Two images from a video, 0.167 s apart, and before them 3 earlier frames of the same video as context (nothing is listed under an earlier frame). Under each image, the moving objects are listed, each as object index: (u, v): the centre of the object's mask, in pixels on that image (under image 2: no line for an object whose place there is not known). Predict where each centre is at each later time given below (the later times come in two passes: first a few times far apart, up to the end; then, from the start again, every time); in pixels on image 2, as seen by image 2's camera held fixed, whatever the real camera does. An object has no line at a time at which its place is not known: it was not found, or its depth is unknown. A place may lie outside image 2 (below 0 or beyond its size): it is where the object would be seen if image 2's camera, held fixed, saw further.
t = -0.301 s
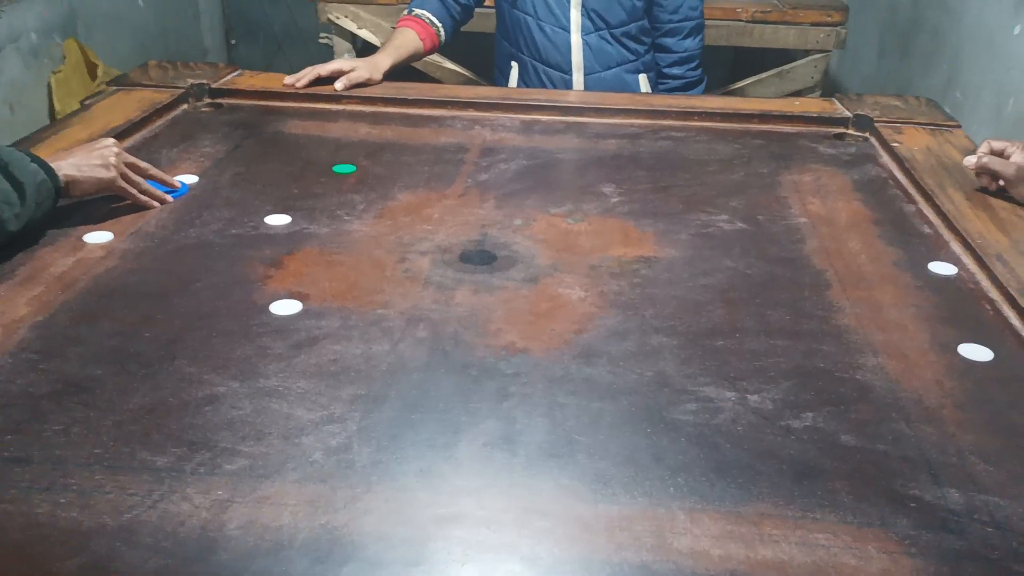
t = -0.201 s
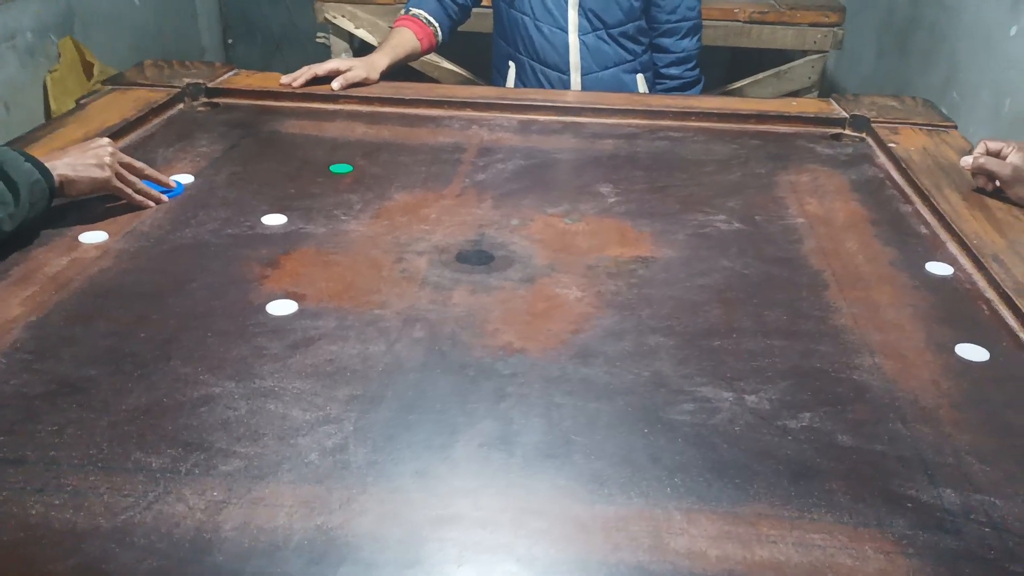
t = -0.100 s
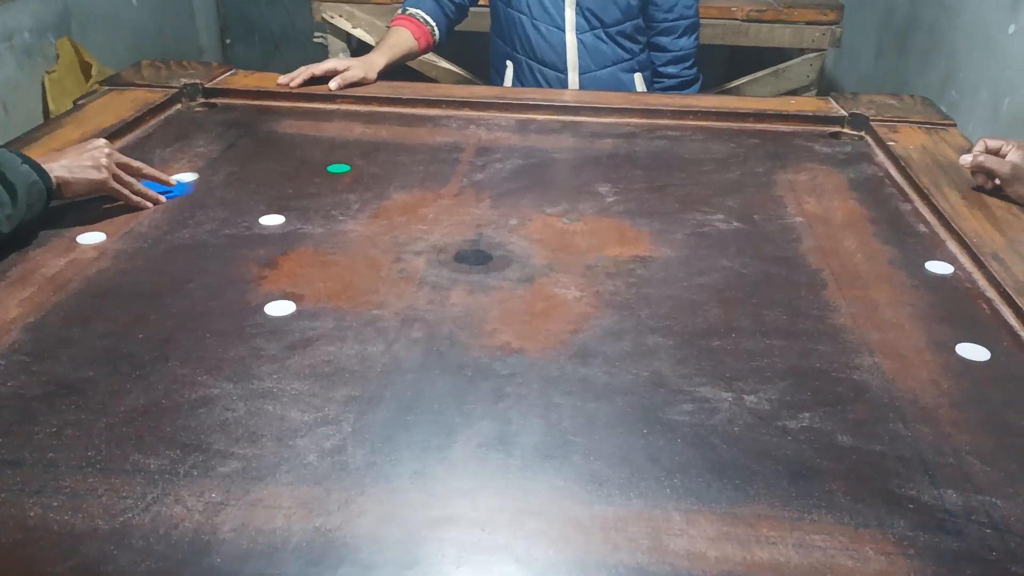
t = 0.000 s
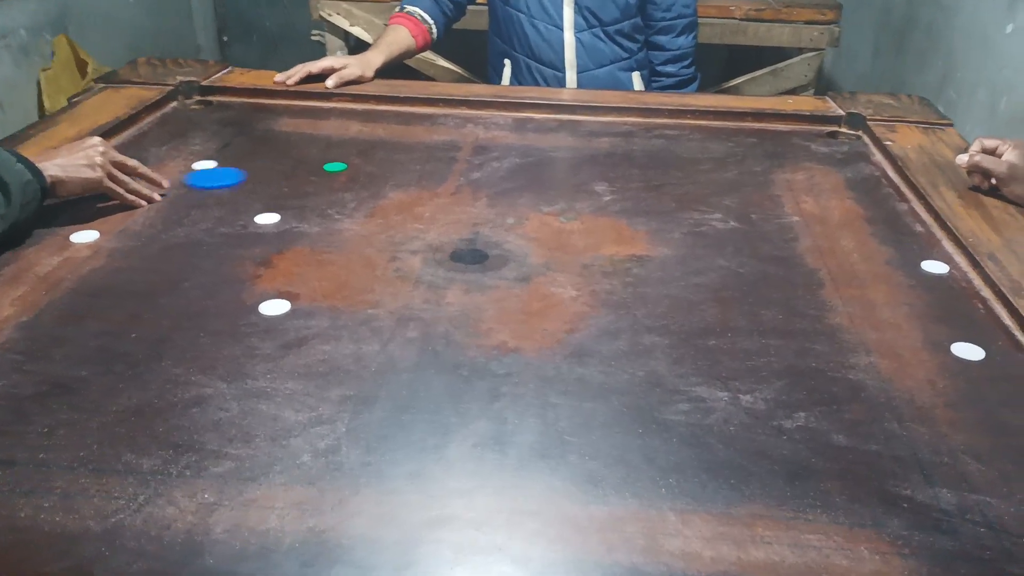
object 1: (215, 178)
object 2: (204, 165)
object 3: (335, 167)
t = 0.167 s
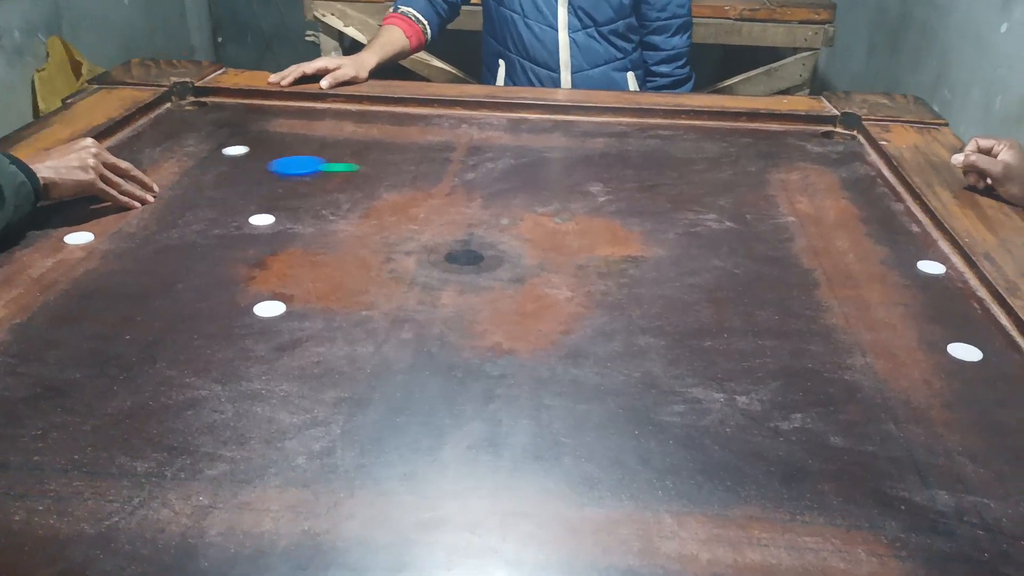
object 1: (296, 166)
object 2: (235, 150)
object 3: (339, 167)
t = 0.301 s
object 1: (354, 156)
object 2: (260, 139)
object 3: (446, 163)
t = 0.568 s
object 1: (450, 139)
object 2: (302, 123)
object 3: (633, 154)
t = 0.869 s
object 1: (531, 124)
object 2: (332, 110)
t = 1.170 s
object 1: (582, 131)
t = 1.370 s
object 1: (607, 137)
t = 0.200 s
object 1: (313, 163)
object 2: (242, 148)
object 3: (367, 166)
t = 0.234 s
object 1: (327, 160)
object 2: (248, 145)
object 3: (394, 165)
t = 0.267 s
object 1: (341, 158)
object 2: (255, 142)
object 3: (419, 164)
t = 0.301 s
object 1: (354, 156)
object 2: (260, 139)
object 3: (446, 163)
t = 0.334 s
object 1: (367, 154)
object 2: (266, 137)
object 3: (471, 162)
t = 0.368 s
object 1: (380, 151)
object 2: (271, 135)
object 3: (496, 161)
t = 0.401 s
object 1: (393, 149)
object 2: (278, 133)
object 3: (520, 160)
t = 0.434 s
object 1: (405, 147)
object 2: (283, 131)
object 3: (543, 158)
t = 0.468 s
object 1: (417, 145)
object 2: (288, 128)
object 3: (567, 157)
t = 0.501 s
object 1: (428, 143)
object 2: (292, 126)
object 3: (589, 156)
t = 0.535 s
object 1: (439, 141)
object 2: (297, 124)
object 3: (610, 155)
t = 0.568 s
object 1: (450, 139)
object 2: (302, 123)
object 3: (633, 154)
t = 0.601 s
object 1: (461, 137)
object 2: (306, 121)
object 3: (654, 153)
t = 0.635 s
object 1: (471, 135)
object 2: (310, 119)
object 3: (674, 152)
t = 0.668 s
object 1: (480, 133)
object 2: (314, 118)
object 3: (695, 150)
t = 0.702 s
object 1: (490, 132)
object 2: (317, 116)
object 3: (714, 149)
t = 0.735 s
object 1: (499, 130)
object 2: (320, 115)
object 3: (733, 148)
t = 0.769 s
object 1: (508, 128)
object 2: (324, 113)
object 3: (752, 147)
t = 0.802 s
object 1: (515, 127)
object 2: (326, 112)
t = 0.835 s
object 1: (524, 126)
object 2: (329, 111)
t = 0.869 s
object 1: (531, 124)
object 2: (332, 110)
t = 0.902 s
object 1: (538, 123)
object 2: (335, 109)
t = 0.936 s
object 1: (546, 122)
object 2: (337, 109)
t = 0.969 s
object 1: (553, 123)
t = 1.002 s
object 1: (558, 124)
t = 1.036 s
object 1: (563, 125)
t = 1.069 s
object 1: (568, 126)
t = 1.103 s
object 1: (572, 128)
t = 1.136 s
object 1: (577, 129)
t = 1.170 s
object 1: (582, 131)
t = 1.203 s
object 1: (586, 132)
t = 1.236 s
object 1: (591, 133)
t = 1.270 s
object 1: (596, 134)
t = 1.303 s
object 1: (599, 135)
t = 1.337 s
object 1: (604, 137)
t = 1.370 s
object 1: (607, 137)
